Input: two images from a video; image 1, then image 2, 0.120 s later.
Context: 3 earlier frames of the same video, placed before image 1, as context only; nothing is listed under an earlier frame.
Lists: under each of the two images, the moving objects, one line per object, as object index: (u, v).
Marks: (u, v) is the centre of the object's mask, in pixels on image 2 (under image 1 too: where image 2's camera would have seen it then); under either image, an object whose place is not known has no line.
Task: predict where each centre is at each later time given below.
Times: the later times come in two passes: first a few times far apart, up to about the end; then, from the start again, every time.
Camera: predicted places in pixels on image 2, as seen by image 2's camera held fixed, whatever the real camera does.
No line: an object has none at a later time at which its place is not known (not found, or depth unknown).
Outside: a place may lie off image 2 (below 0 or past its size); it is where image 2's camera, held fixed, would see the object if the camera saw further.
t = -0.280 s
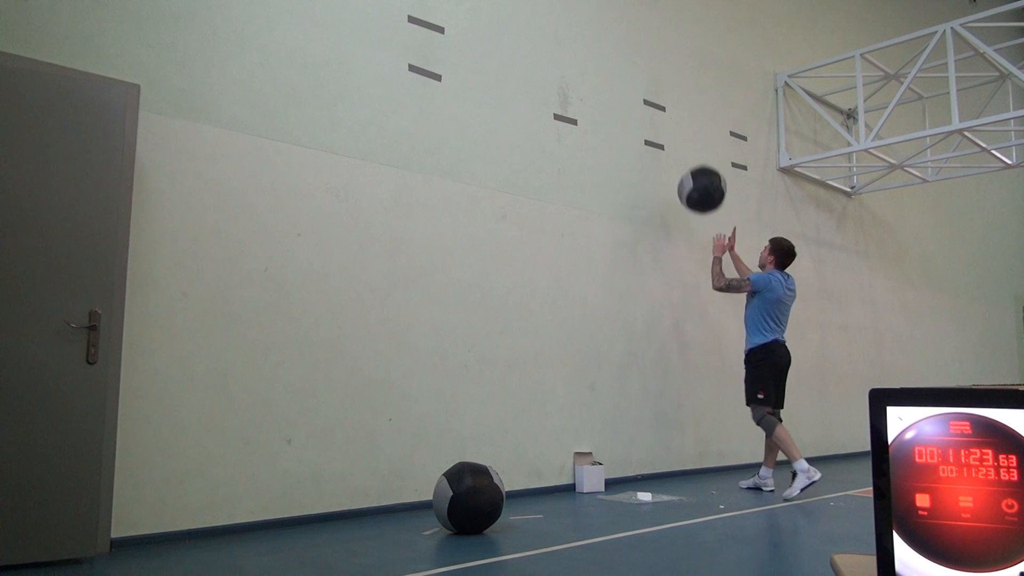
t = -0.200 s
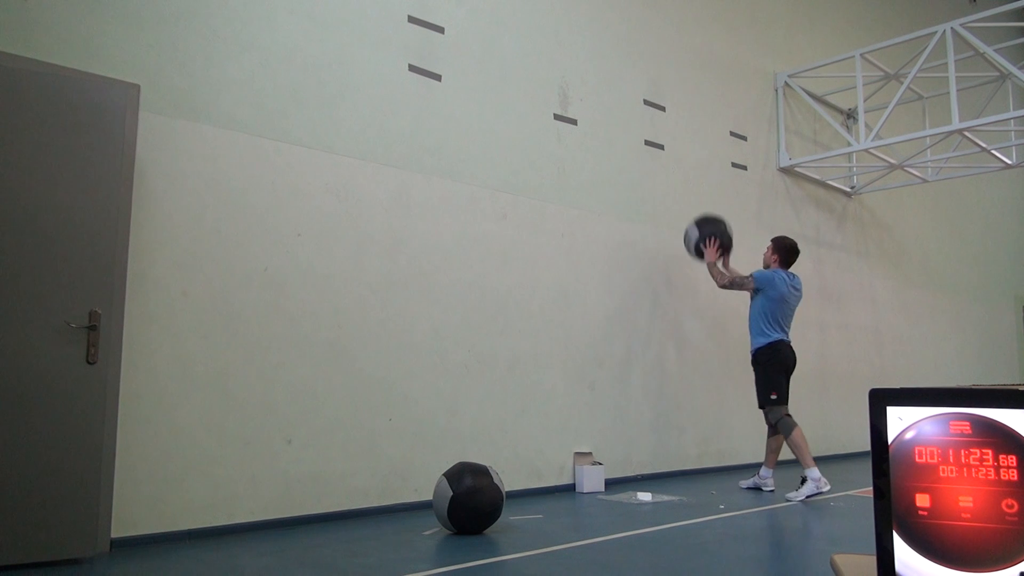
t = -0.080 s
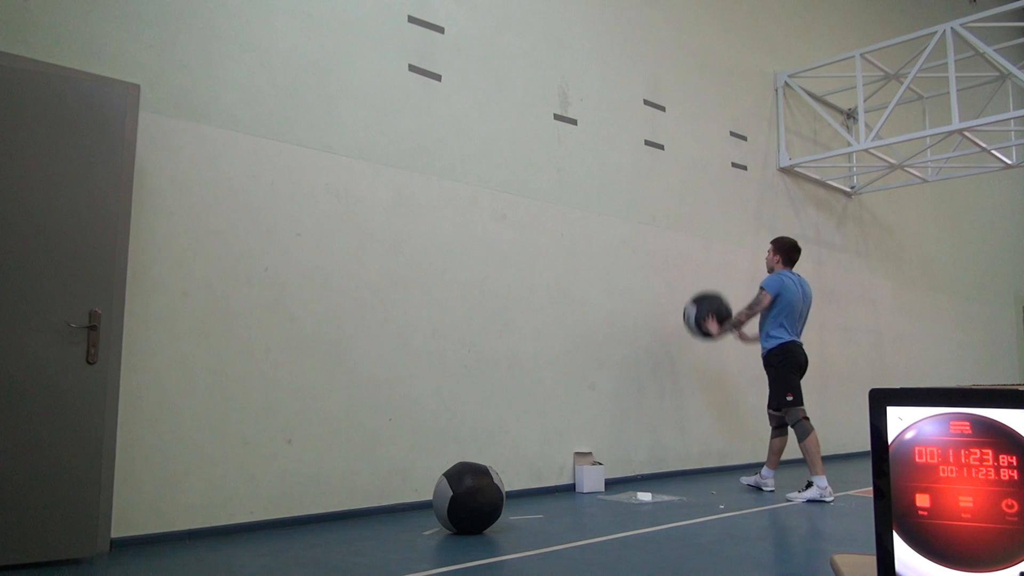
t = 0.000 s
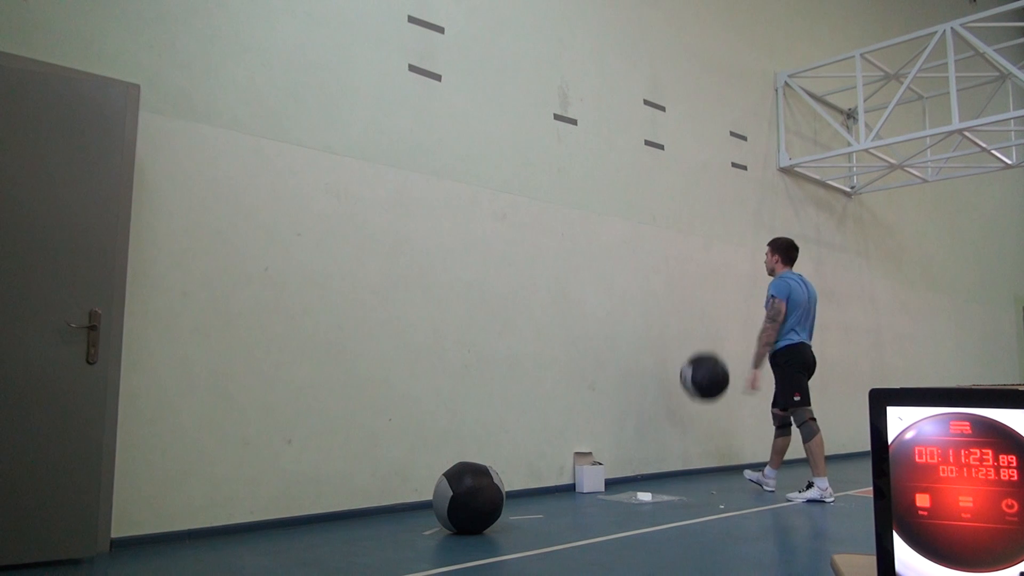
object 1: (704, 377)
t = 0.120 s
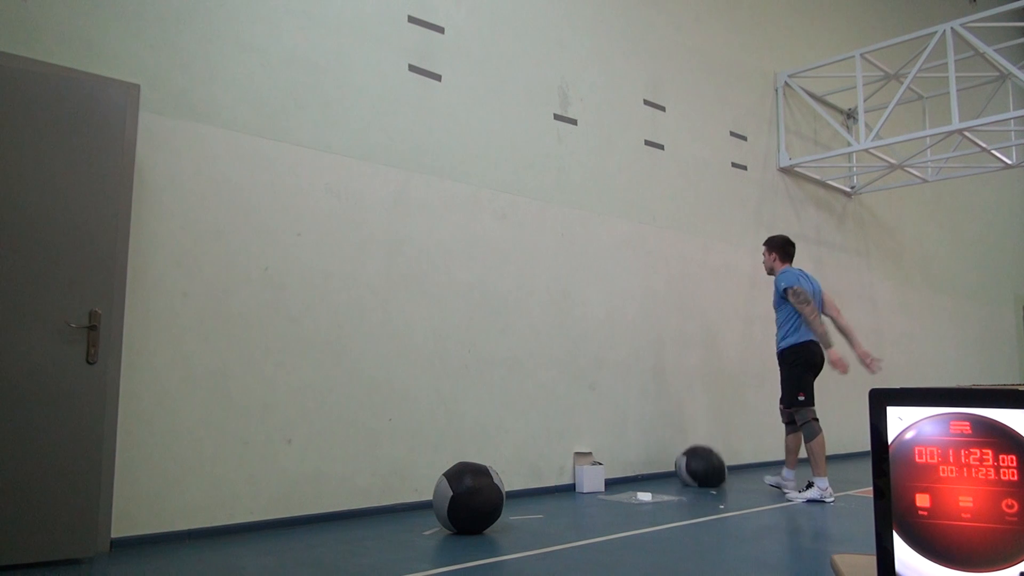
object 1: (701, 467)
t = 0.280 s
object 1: (699, 418)
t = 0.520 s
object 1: (698, 404)
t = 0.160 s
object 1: (700, 453)
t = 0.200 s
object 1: (700, 439)
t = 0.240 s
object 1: (699, 428)
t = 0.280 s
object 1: (699, 418)
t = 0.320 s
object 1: (698, 411)
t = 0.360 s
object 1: (698, 405)
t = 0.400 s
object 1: (698, 402)
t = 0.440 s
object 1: (698, 401)
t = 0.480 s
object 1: (697, 402)
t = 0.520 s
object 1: (698, 404)
